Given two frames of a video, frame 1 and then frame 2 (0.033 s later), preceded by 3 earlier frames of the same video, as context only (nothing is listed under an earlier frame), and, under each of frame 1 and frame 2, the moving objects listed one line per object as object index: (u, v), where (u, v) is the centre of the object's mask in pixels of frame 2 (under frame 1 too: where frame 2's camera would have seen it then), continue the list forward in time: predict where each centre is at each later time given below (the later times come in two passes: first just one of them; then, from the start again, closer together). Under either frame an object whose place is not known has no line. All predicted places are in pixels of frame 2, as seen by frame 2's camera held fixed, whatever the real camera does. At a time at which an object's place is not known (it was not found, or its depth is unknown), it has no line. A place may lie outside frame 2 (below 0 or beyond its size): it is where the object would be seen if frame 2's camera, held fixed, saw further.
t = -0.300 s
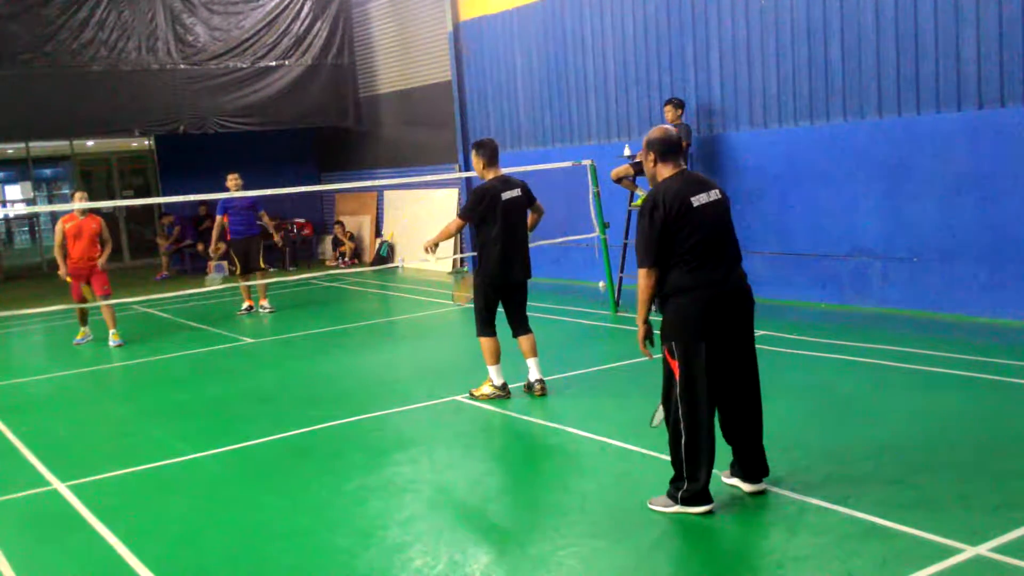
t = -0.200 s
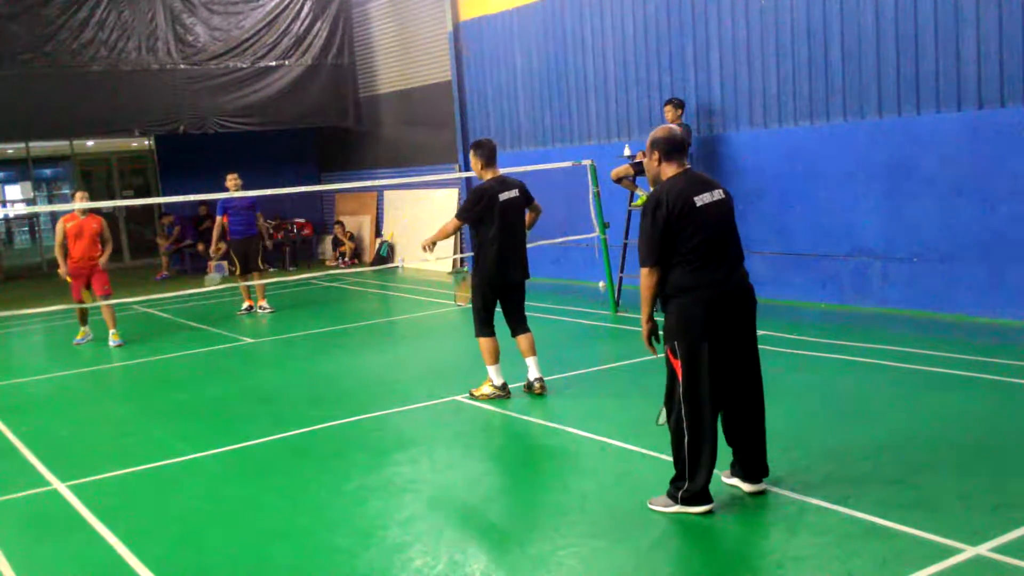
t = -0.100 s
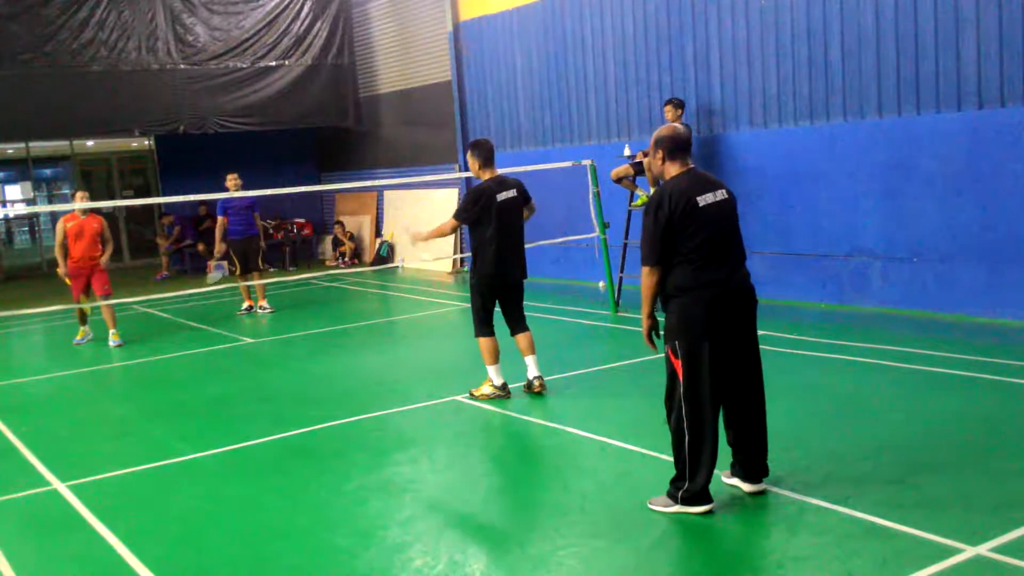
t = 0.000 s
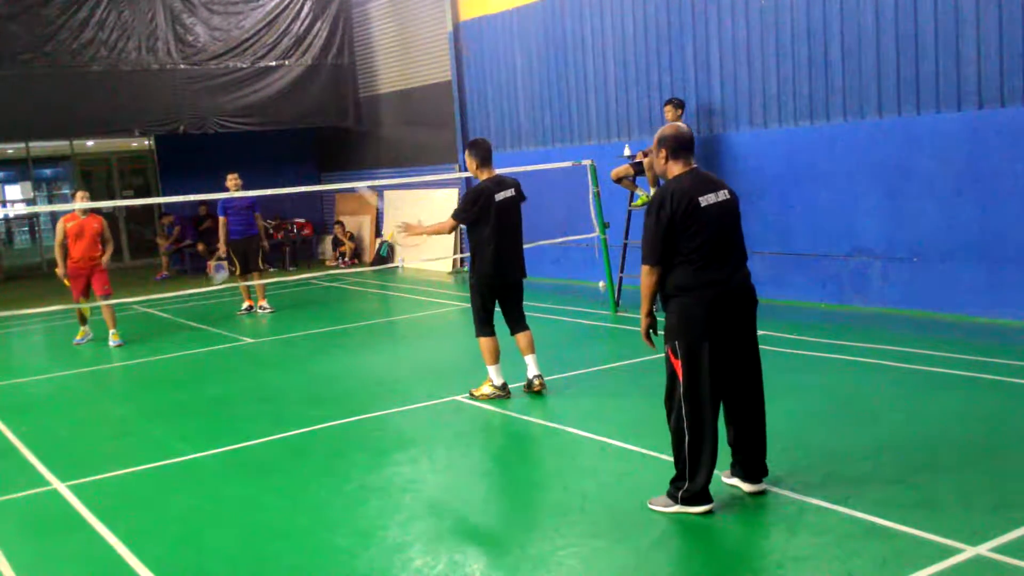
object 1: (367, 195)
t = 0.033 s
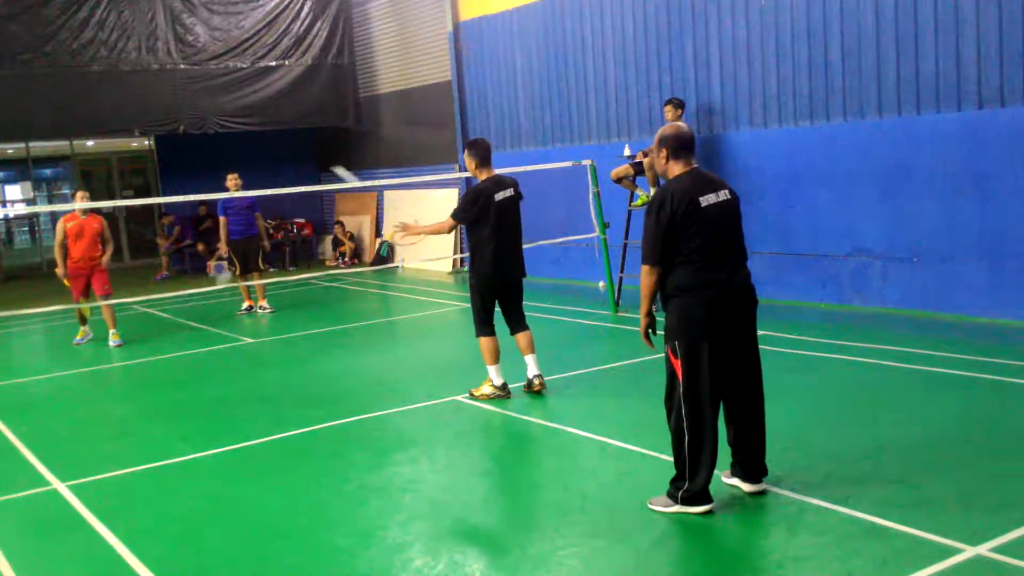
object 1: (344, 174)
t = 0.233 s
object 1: (243, 110)
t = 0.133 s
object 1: (286, 137)
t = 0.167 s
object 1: (271, 126)
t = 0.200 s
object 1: (257, 117)
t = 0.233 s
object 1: (243, 110)
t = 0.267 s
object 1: (229, 104)
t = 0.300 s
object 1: (217, 101)
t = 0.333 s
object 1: (205, 99)
